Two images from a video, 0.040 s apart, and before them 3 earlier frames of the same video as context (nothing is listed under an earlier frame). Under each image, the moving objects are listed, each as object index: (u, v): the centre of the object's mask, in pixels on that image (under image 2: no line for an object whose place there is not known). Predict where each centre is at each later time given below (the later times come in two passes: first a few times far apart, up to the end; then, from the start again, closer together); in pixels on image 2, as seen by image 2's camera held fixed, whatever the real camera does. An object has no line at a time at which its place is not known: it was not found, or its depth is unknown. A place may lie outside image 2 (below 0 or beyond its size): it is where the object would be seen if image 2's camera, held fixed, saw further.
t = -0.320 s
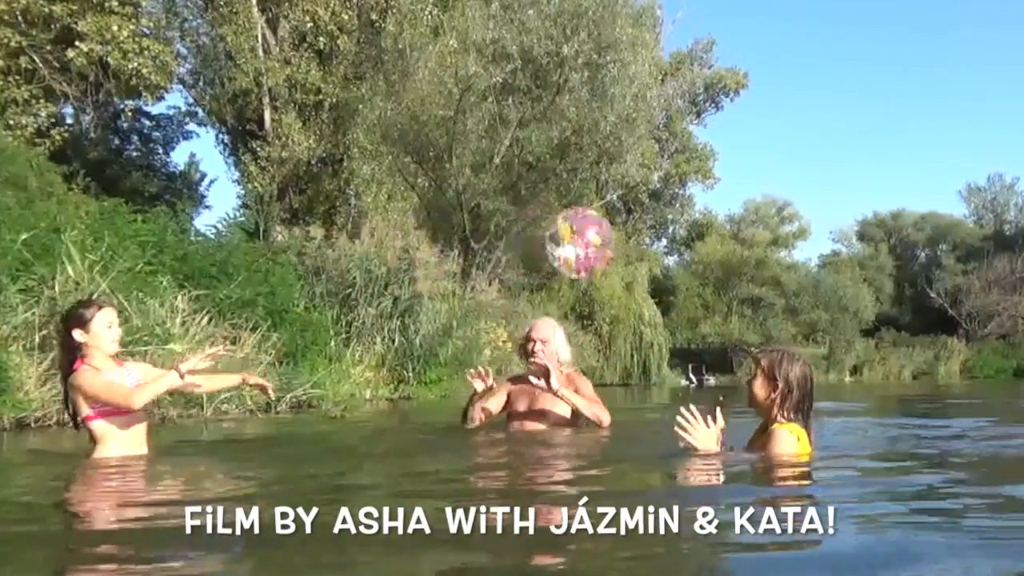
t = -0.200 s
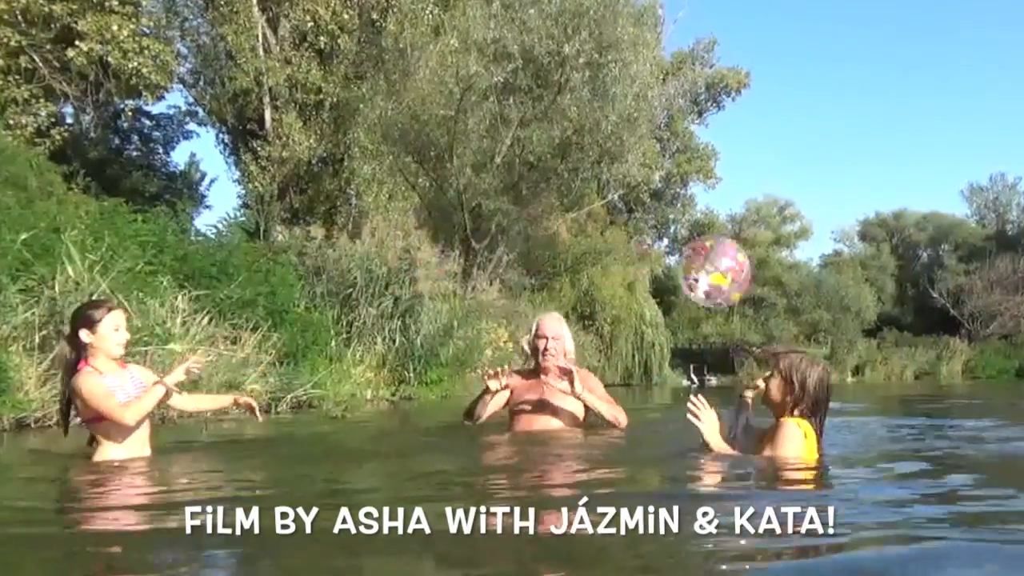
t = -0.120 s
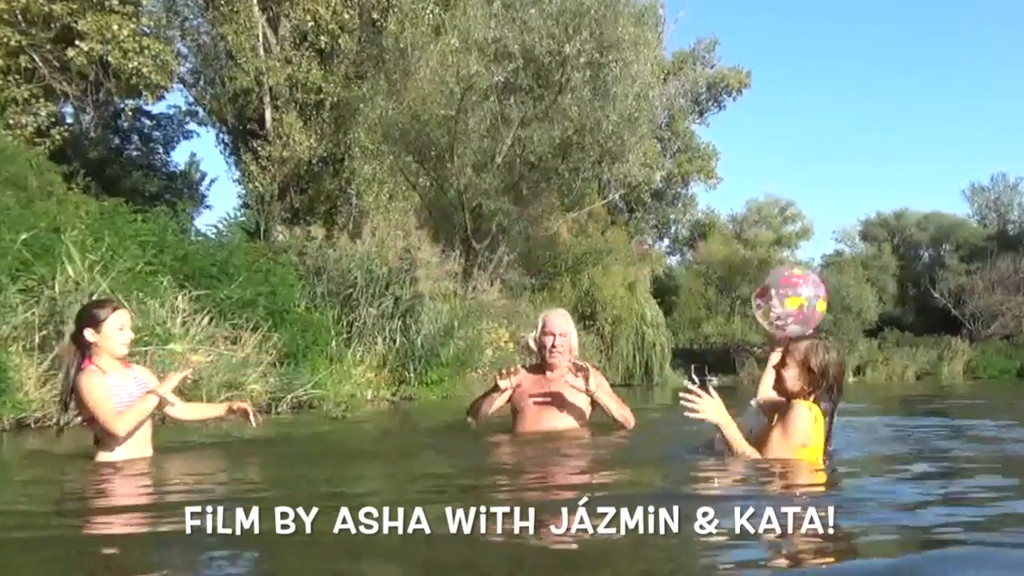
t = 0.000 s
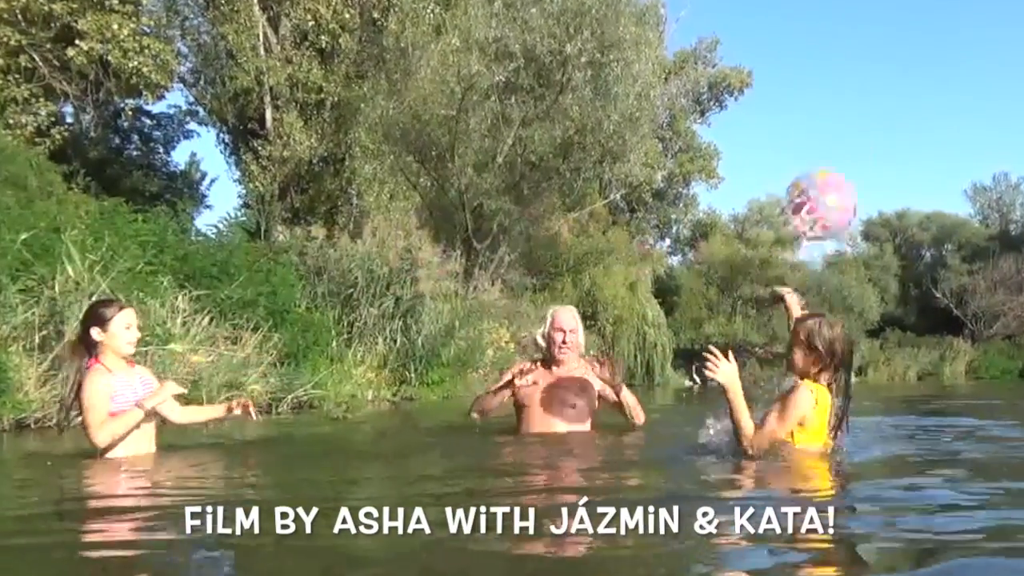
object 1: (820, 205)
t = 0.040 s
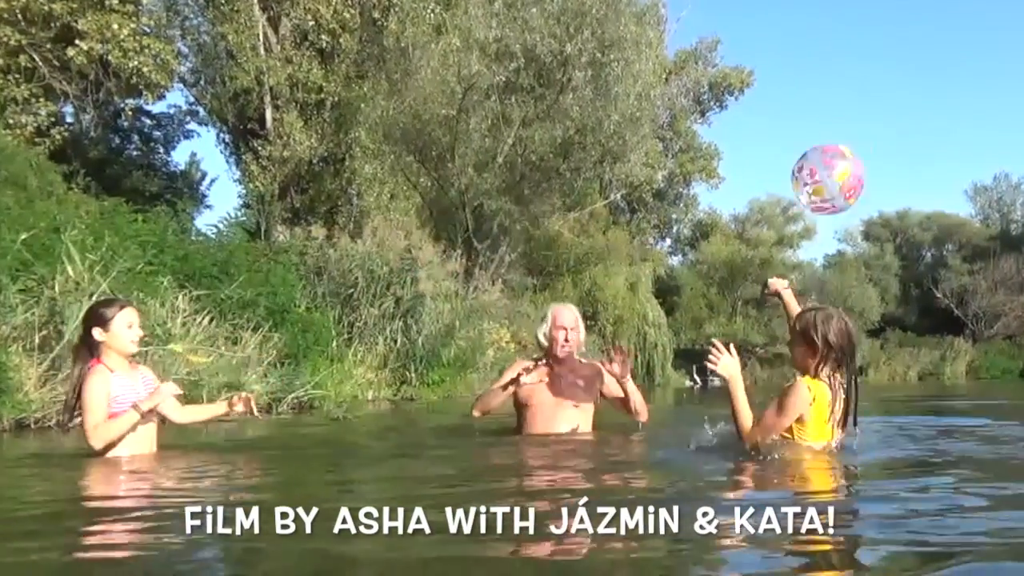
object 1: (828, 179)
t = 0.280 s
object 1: (863, 100)
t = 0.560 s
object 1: (897, 153)
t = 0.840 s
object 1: (925, 343)
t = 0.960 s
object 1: (930, 405)
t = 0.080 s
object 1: (833, 156)
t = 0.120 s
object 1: (839, 137)
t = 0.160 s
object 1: (845, 123)
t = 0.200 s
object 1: (852, 112)
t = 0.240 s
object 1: (857, 106)
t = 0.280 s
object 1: (863, 100)
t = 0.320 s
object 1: (867, 98)
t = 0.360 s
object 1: (872, 99)
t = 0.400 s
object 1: (878, 104)
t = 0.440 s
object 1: (883, 114)
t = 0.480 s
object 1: (888, 126)
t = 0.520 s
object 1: (893, 138)
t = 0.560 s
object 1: (897, 153)
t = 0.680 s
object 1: (912, 223)
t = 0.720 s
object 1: (917, 251)
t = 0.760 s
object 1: (920, 280)
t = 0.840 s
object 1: (925, 343)
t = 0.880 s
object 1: (932, 380)
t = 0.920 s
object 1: (930, 402)
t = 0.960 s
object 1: (930, 405)
